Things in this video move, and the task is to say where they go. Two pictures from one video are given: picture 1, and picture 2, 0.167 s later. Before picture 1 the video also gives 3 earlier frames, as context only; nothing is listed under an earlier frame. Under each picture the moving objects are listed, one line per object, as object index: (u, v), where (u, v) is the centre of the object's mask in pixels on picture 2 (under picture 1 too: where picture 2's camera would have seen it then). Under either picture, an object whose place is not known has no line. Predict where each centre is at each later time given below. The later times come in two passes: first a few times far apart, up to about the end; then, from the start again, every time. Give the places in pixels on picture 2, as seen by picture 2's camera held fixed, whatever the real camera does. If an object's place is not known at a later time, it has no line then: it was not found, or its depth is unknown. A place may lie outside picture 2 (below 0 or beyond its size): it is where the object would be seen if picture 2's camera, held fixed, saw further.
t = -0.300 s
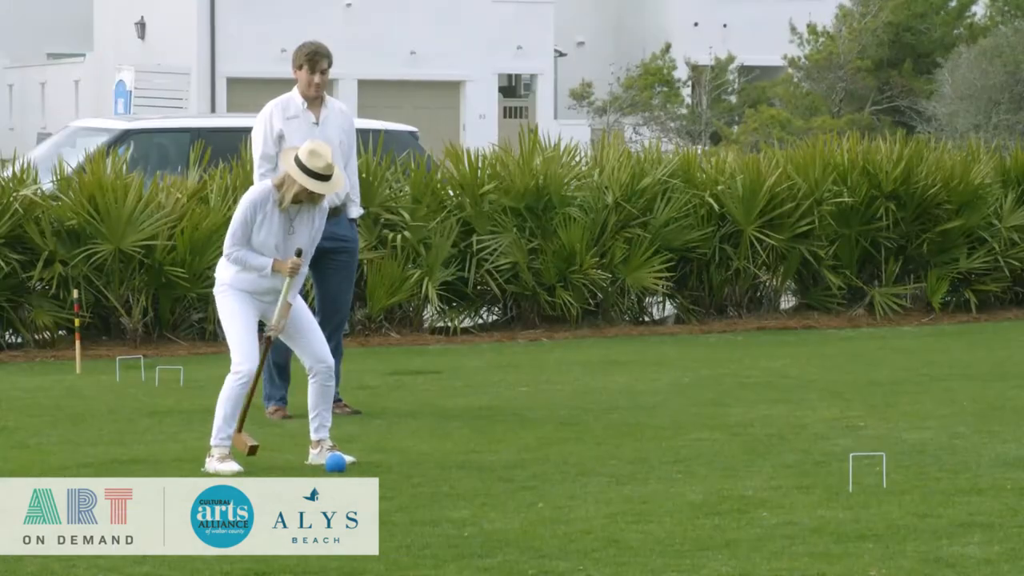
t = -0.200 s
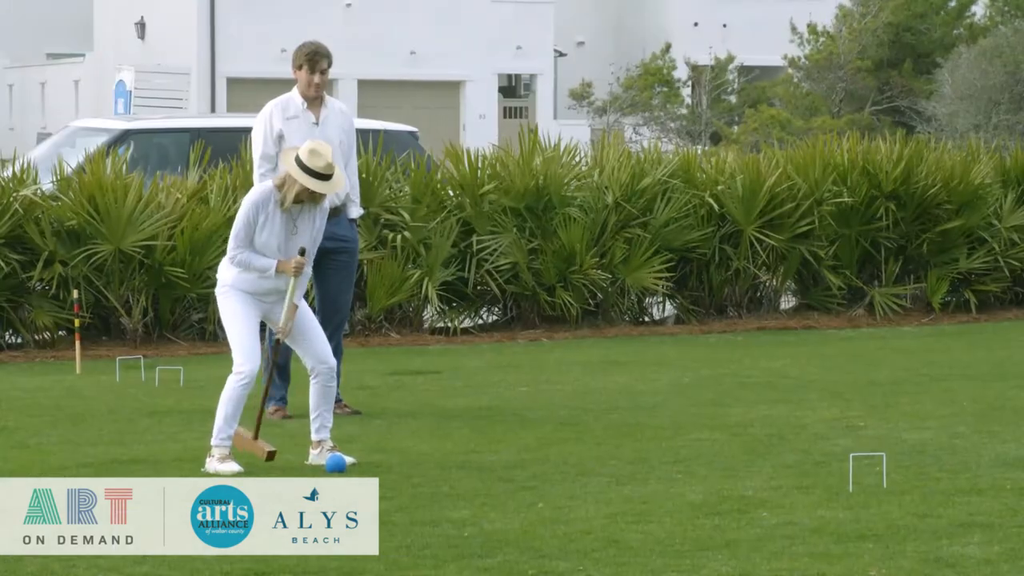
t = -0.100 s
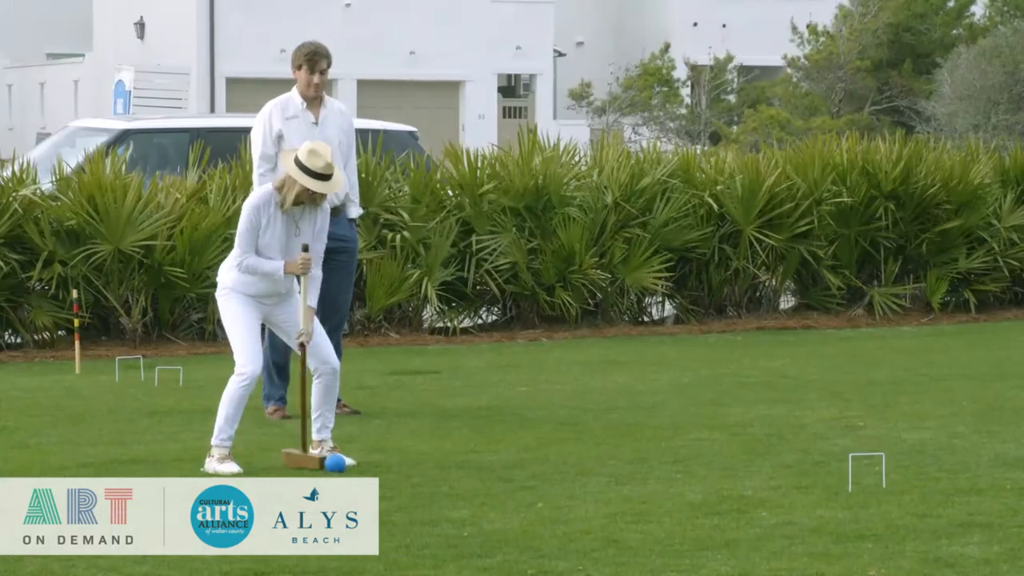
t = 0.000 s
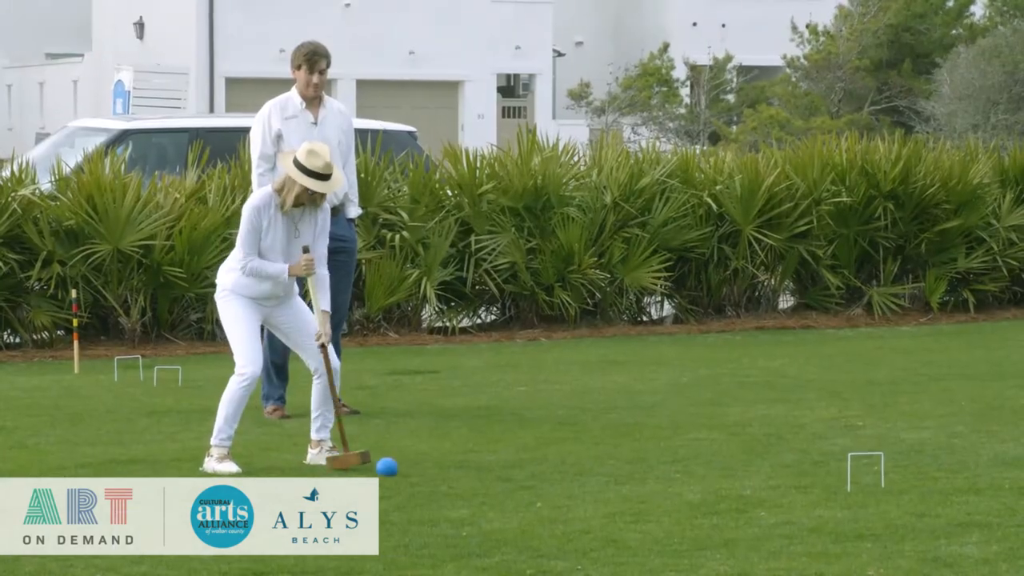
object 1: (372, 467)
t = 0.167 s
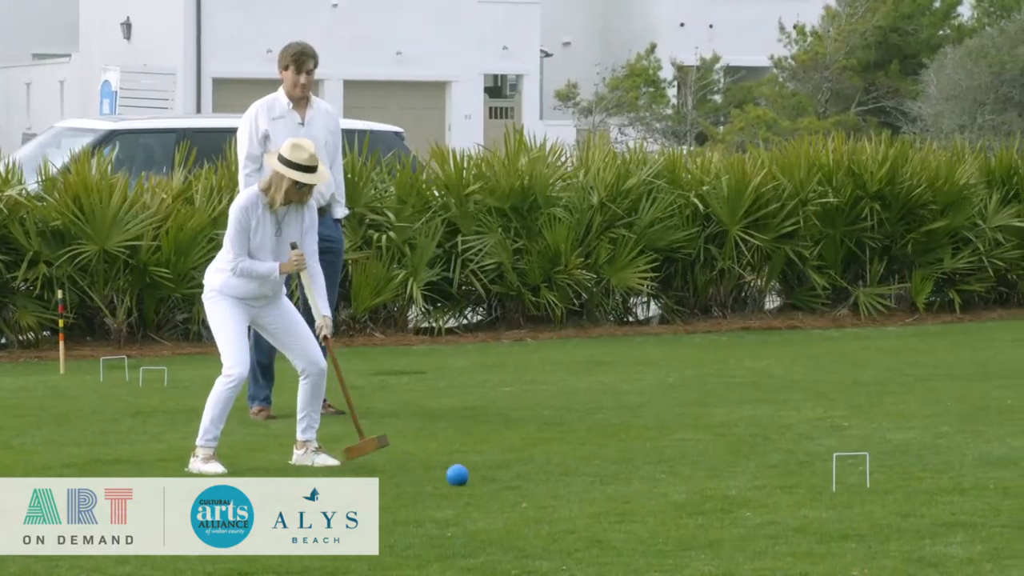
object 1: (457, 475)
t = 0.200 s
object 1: (472, 476)
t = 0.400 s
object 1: (560, 486)
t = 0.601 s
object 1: (643, 496)
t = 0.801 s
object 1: (723, 504)
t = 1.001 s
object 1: (798, 511)
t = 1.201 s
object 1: (864, 519)
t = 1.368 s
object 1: (914, 524)
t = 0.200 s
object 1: (472, 476)
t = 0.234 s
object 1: (488, 479)
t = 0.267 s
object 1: (502, 481)
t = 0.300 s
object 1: (517, 481)
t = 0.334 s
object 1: (532, 482)
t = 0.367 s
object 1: (545, 484)
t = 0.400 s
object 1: (560, 486)
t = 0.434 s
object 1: (574, 488)
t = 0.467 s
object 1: (588, 489)
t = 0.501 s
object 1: (602, 490)
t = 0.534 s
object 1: (615, 492)
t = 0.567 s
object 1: (629, 494)
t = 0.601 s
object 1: (643, 496)
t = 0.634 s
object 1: (656, 496)
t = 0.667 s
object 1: (670, 497)
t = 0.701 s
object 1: (683, 499)
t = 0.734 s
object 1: (697, 502)
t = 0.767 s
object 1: (710, 503)
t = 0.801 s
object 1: (723, 504)
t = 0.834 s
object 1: (736, 507)
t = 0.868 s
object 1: (749, 507)
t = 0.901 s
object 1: (762, 508)
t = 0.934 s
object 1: (775, 510)
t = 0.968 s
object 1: (786, 511)
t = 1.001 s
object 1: (798, 511)
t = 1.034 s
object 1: (809, 513)
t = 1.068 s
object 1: (820, 515)
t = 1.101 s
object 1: (831, 515)
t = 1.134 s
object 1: (842, 516)
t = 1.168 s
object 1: (853, 517)
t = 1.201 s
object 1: (864, 519)
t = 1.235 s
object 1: (875, 520)
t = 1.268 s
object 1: (885, 521)
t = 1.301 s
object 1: (895, 522)
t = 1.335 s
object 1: (904, 523)
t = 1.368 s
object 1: (914, 524)
